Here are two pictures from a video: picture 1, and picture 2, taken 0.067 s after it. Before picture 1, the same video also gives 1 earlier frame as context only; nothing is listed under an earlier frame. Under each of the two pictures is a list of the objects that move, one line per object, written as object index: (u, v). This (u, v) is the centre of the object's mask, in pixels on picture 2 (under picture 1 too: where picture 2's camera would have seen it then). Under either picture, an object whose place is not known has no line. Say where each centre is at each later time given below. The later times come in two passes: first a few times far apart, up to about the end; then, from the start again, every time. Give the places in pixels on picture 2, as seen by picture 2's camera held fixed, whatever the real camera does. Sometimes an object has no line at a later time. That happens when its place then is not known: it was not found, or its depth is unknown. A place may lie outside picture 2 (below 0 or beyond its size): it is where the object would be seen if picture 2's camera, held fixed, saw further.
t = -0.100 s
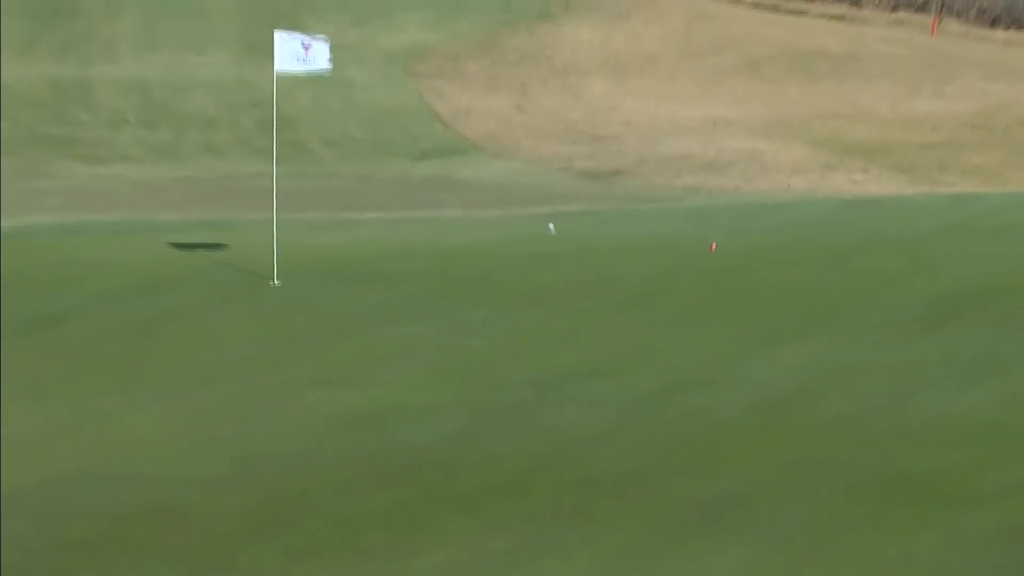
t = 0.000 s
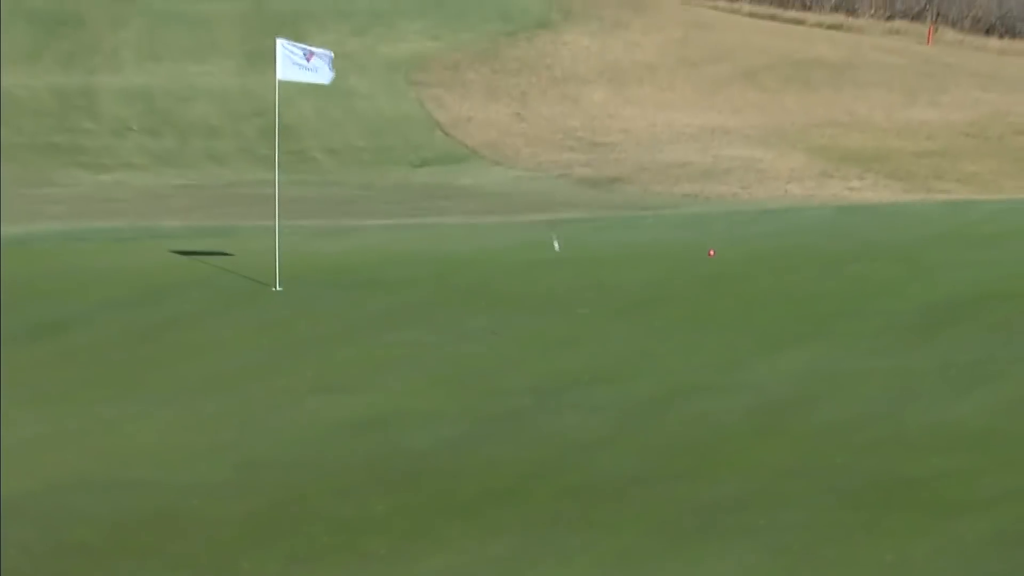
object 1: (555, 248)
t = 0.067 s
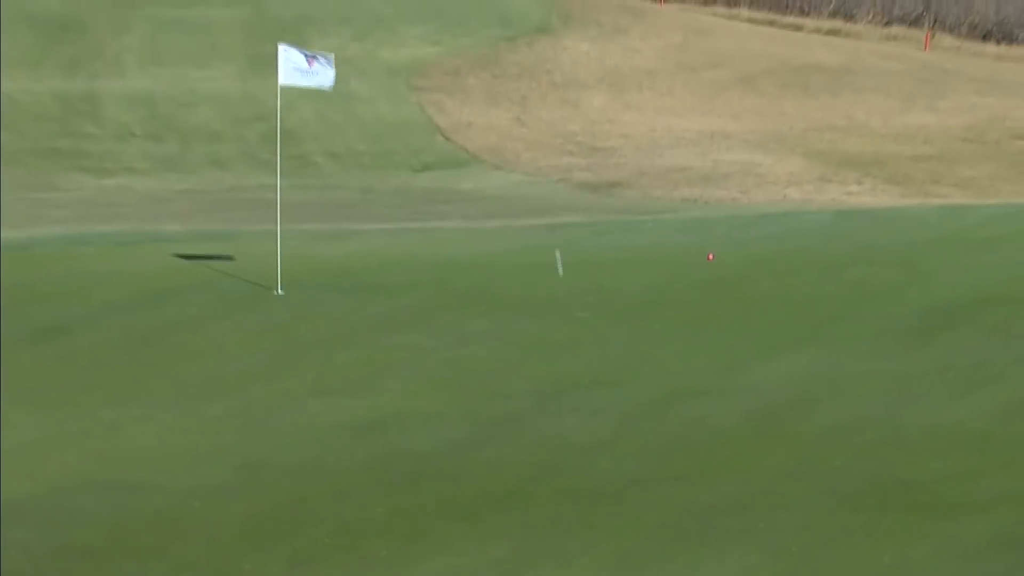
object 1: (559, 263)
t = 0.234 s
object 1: (568, 322)
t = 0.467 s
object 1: (576, 359)
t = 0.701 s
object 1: (584, 363)
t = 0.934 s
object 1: (589, 364)
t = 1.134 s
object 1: (591, 364)
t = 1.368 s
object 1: (591, 364)
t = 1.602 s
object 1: (591, 364)
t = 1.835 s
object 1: (591, 364)
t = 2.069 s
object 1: (591, 365)
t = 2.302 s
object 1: (591, 365)
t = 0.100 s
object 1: (561, 275)
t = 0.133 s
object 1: (563, 288)
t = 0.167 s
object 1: (564, 296)
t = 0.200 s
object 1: (566, 306)
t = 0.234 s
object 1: (568, 322)
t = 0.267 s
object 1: (570, 340)
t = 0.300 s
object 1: (572, 353)
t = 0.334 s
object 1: (573, 360)
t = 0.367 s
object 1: (575, 358)
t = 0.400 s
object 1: (575, 356)
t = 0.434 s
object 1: (576, 356)
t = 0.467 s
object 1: (576, 359)
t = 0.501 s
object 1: (577, 361)
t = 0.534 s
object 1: (578, 363)
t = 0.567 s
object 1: (579, 362)
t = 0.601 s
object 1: (581, 363)
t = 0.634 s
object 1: (582, 363)
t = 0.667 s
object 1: (583, 363)
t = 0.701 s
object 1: (584, 363)
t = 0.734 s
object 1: (585, 363)
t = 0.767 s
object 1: (586, 363)
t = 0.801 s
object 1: (587, 364)
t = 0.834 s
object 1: (588, 364)
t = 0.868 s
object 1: (588, 363)
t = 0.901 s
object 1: (589, 364)
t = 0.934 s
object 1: (589, 364)
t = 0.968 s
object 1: (590, 364)
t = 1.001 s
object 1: (590, 364)
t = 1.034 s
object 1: (591, 364)
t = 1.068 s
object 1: (591, 364)
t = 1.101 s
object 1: (591, 364)
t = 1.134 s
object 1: (591, 364)
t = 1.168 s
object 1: (591, 364)
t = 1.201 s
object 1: (591, 364)
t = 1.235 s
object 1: (591, 364)
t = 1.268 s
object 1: (591, 364)
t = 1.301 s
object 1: (591, 364)
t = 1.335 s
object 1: (591, 364)
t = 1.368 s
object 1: (591, 364)
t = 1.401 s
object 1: (591, 365)
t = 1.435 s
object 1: (591, 364)
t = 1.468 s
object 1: (591, 364)
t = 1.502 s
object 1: (591, 364)
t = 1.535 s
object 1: (591, 364)
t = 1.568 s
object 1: (591, 364)
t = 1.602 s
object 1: (591, 364)
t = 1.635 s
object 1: (591, 365)
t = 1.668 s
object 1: (591, 364)
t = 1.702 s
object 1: (591, 364)
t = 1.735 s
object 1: (591, 364)
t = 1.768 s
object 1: (591, 364)
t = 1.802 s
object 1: (591, 364)
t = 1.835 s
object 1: (591, 364)
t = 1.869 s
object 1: (591, 364)
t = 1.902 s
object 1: (591, 365)
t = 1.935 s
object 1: (591, 365)
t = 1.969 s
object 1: (591, 364)
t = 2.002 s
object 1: (591, 365)
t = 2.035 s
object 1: (591, 365)
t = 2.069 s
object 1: (591, 365)
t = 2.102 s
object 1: (591, 365)
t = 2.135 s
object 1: (591, 365)
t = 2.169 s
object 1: (591, 365)
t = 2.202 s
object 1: (591, 365)
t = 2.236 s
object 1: (591, 365)
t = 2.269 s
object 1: (591, 365)
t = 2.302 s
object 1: (591, 365)
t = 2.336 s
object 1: (591, 364)
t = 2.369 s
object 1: (591, 365)
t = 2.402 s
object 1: (591, 365)
